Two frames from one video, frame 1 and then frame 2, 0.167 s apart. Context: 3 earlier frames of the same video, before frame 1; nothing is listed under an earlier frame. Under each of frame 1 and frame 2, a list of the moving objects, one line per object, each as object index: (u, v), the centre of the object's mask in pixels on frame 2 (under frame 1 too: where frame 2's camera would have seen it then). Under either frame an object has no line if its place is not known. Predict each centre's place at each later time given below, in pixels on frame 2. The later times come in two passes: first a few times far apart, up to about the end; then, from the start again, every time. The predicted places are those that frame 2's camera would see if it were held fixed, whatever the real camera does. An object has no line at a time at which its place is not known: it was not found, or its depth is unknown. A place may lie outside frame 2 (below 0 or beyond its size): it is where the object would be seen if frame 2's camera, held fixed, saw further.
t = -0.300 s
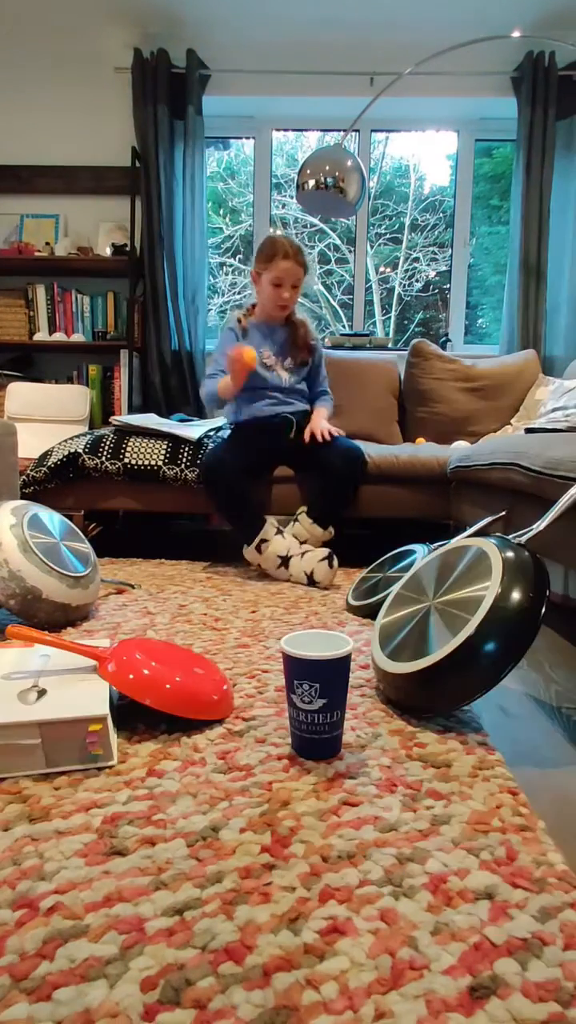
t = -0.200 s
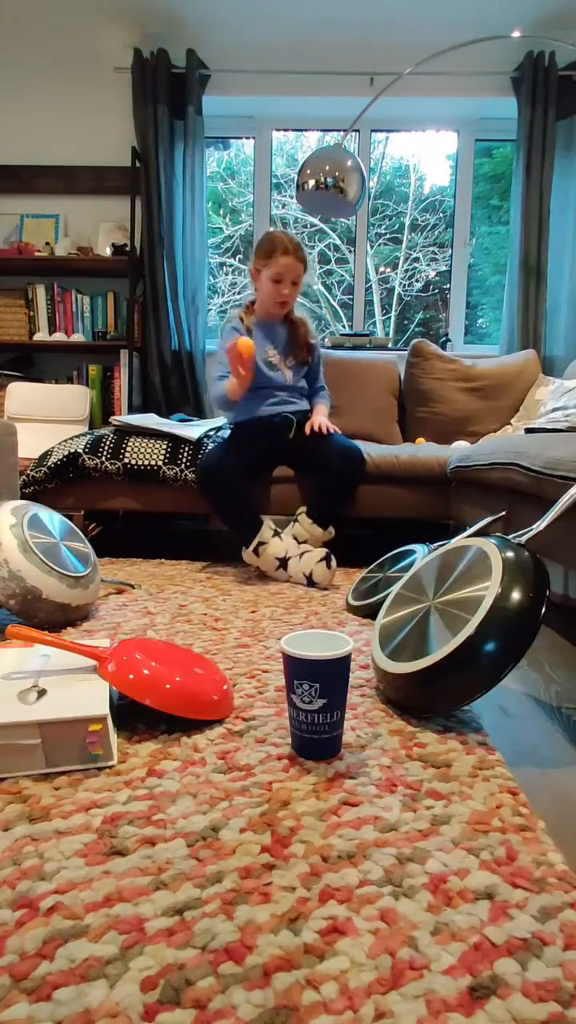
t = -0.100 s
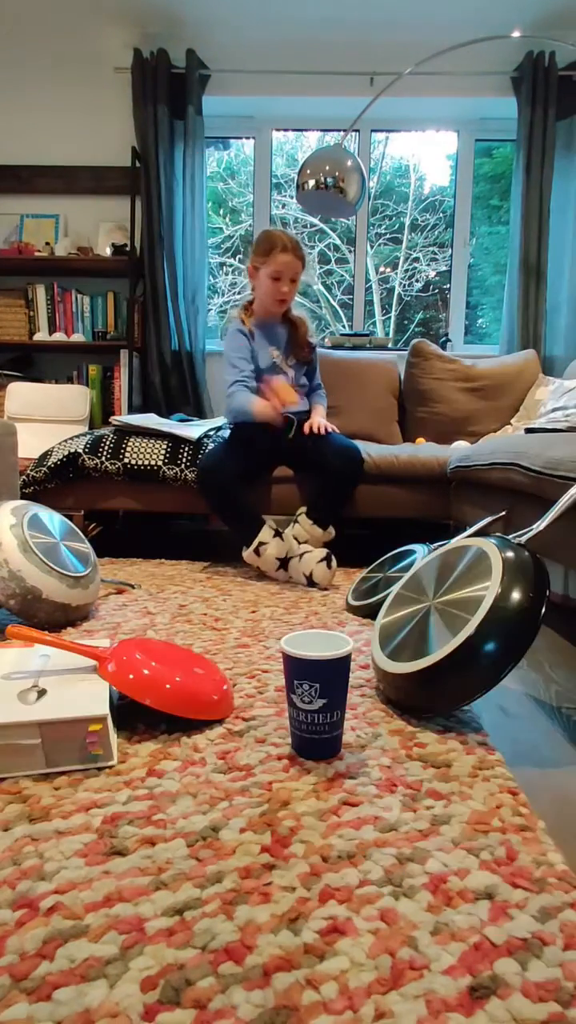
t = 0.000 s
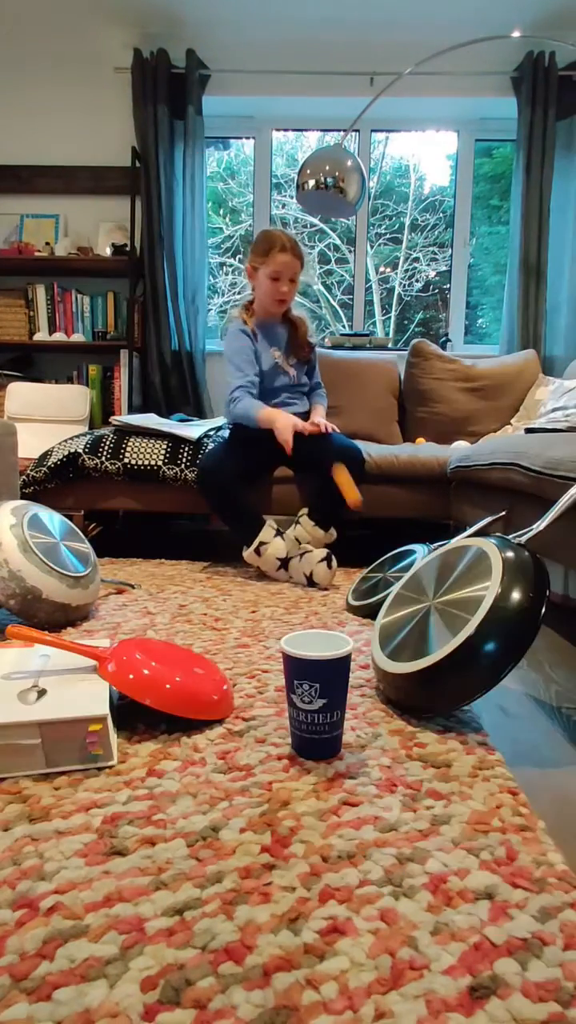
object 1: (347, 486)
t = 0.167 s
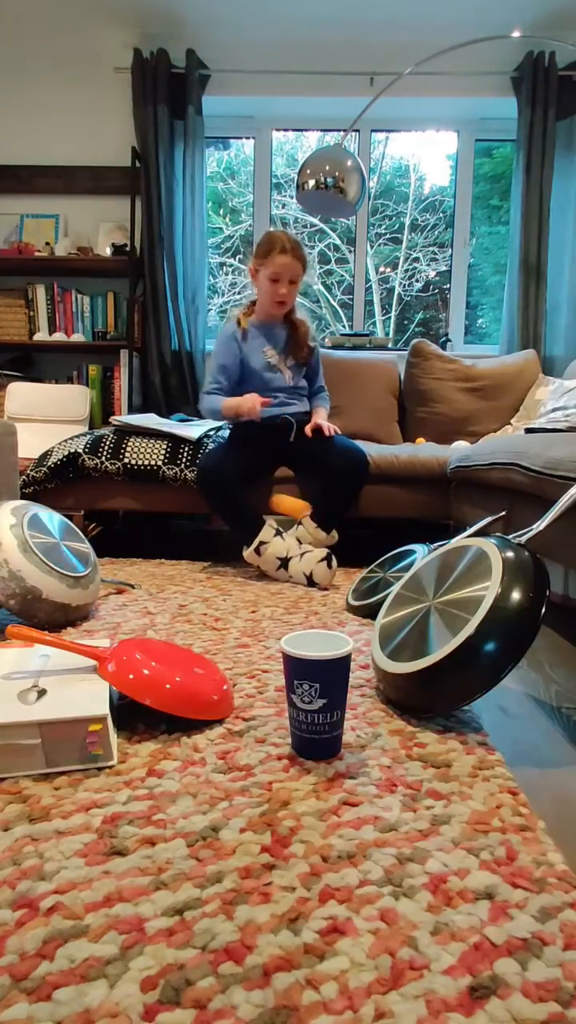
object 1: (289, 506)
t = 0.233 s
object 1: (226, 499)
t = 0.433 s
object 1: (46, 607)
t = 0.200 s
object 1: (259, 499)
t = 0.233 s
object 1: (226, 499)
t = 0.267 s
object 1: (193, 504)
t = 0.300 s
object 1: (159, 515)
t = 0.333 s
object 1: (125, 532)
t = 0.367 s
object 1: (96, 550)
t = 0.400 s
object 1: (58, 581)
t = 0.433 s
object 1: (46, 607)
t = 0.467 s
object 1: (43, 623)
